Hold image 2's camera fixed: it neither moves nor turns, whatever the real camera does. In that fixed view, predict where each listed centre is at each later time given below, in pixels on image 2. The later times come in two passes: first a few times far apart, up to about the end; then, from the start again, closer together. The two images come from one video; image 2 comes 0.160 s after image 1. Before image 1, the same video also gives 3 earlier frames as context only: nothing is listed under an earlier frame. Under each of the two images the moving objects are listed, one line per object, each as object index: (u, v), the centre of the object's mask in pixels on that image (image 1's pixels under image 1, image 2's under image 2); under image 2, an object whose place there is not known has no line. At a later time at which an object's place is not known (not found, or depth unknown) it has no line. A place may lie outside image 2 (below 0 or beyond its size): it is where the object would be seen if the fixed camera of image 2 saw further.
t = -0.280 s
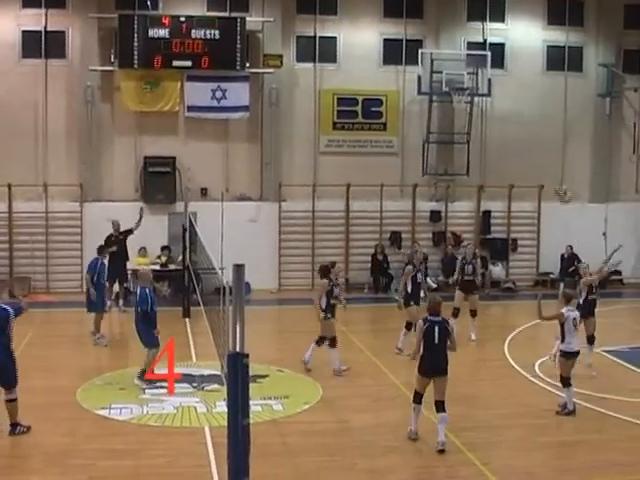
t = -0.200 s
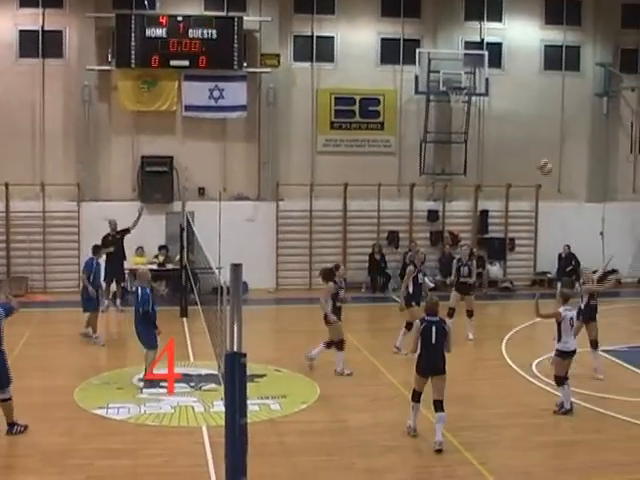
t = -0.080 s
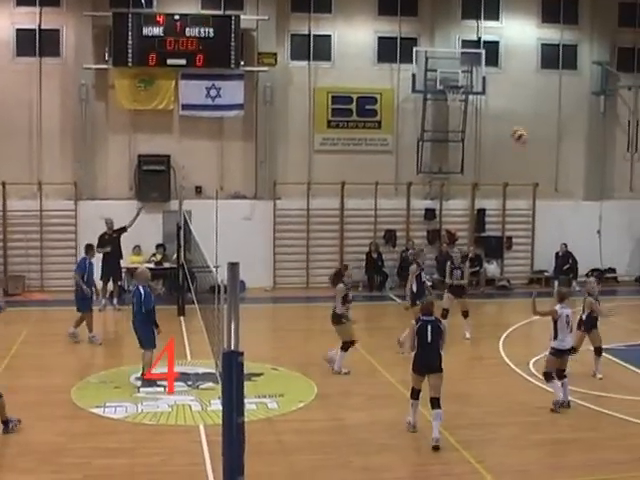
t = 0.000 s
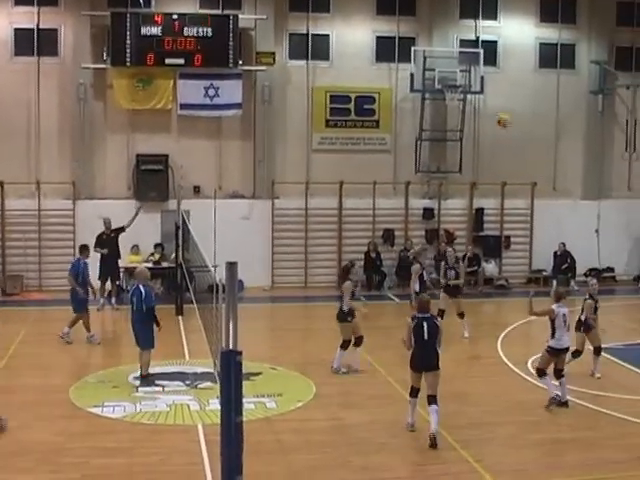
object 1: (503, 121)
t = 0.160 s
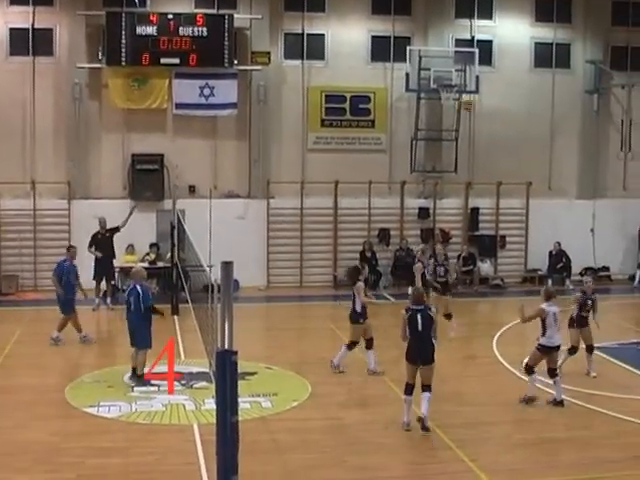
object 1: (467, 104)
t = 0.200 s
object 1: (458, 101)
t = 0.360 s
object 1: (429, 106)
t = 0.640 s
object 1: (374, 156)
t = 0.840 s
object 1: (337, 222)
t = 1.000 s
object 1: (310, 289)
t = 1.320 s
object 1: (272, 324)
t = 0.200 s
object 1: (458, 101)
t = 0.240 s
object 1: (449, 101)
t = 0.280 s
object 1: (444, 101)
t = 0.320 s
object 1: (435, 102)
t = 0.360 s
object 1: (429, 106)
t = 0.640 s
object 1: (374, 156)
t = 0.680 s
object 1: (368, 168)
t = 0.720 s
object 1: (359, 180)
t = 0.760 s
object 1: (352, 194)
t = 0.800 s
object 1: (345, 208)
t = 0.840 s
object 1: (337, 222)
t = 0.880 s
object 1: (331, 237)
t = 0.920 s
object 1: (324, 254)
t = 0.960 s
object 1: (317, 271)
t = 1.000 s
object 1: (310, 289)
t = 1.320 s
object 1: (272, 324)
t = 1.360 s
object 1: (268, 314)
